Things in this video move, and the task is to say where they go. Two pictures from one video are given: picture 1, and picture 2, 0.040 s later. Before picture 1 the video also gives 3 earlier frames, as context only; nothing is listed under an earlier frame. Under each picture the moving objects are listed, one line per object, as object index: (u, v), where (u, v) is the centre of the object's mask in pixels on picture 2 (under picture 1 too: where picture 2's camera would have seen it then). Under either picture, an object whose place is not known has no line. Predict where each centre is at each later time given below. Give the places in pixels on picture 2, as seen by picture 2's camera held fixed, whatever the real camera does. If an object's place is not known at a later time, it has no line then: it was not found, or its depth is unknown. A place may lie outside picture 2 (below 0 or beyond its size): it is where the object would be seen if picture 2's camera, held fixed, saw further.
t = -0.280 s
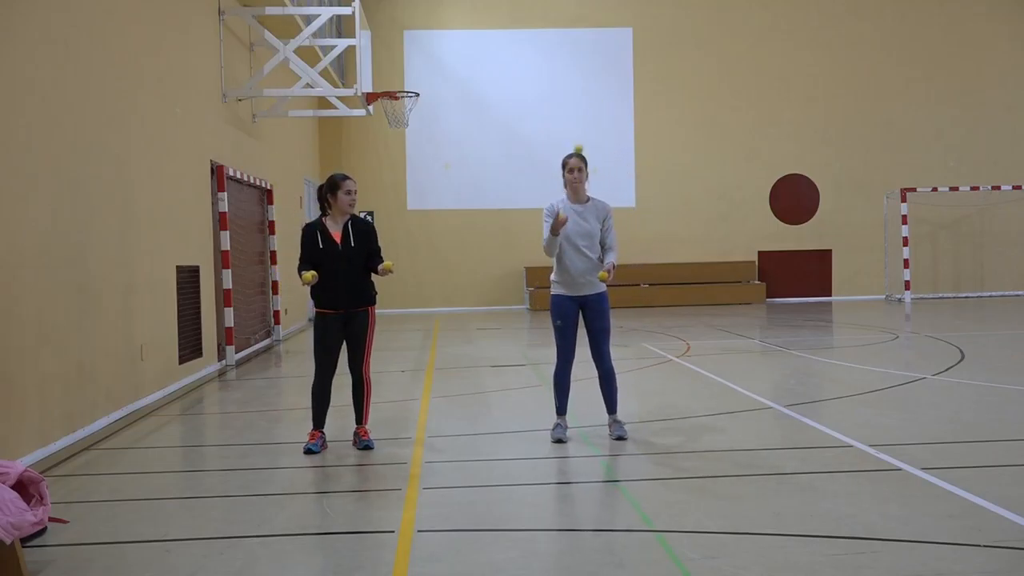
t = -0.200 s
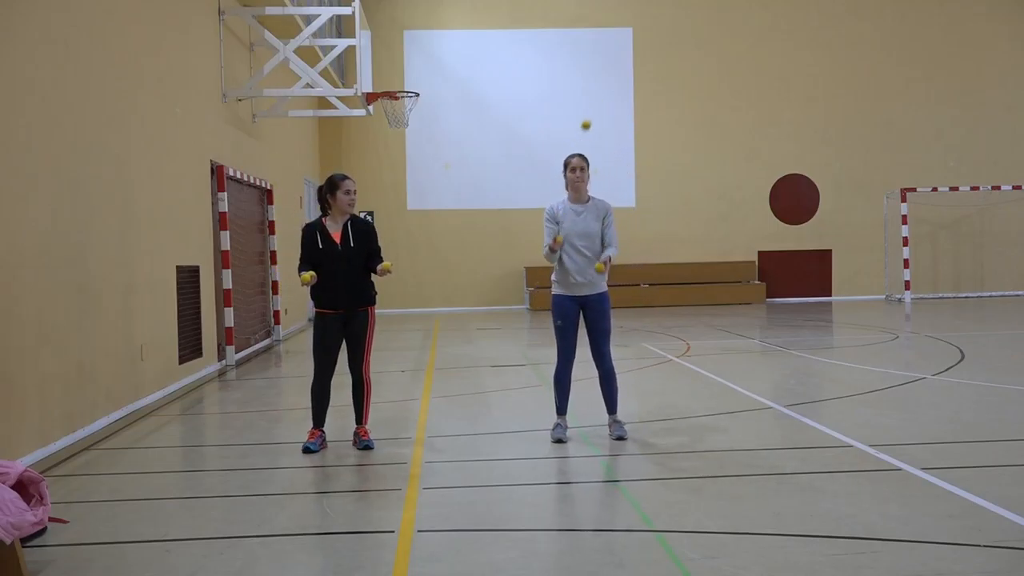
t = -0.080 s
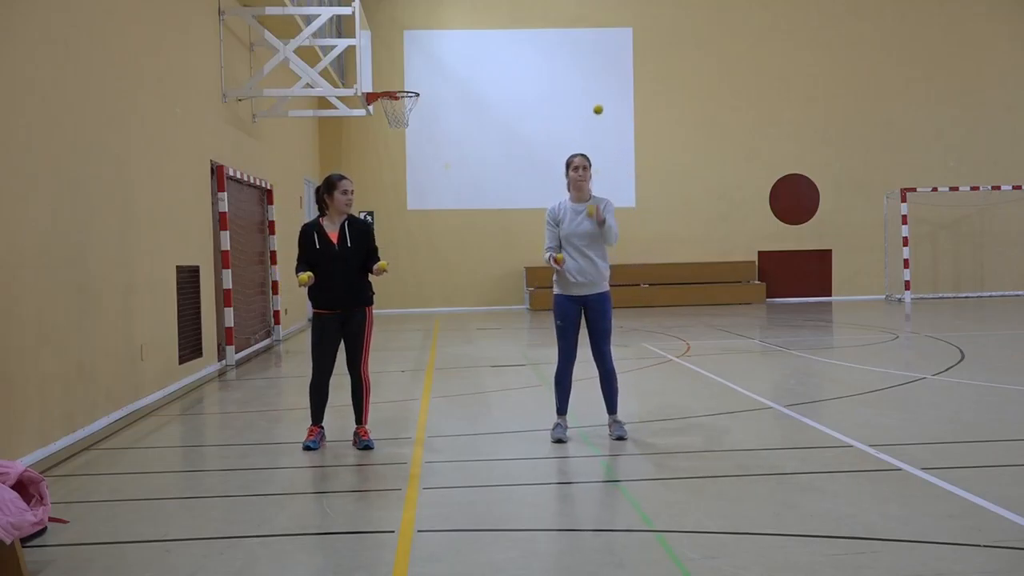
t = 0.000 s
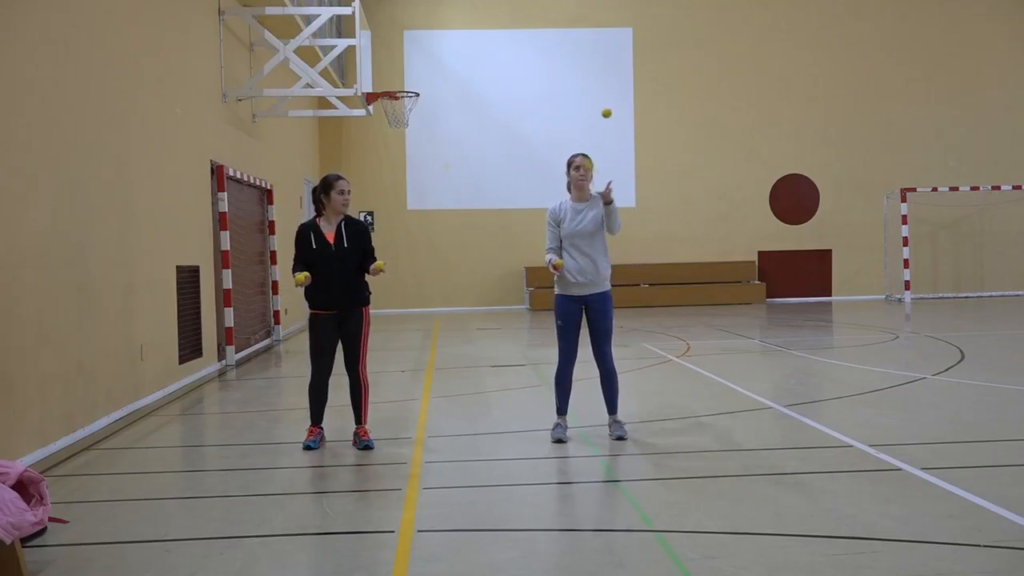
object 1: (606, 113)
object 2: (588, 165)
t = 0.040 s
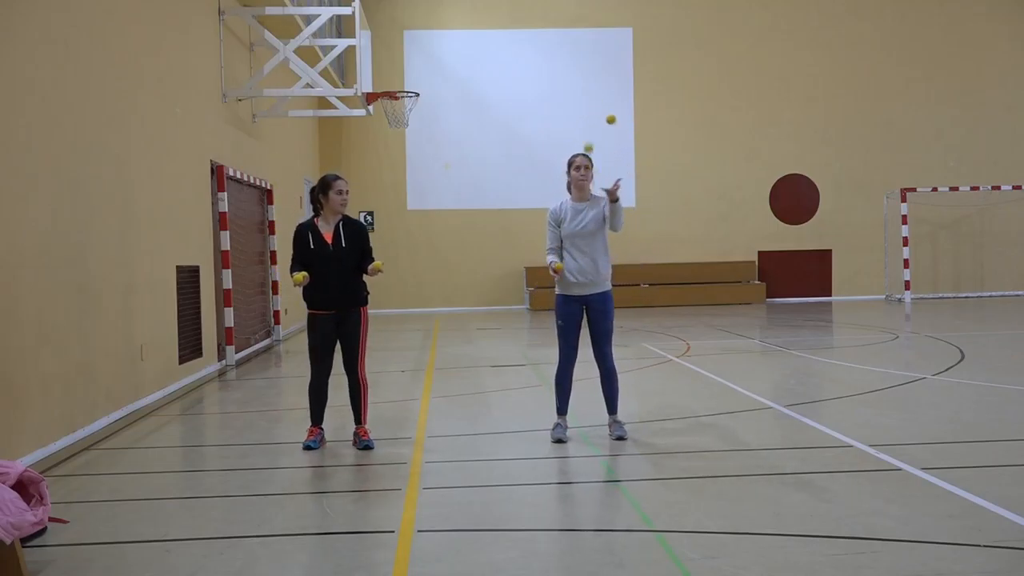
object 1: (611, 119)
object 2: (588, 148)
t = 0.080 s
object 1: (615, 128)
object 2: (588, 132)
